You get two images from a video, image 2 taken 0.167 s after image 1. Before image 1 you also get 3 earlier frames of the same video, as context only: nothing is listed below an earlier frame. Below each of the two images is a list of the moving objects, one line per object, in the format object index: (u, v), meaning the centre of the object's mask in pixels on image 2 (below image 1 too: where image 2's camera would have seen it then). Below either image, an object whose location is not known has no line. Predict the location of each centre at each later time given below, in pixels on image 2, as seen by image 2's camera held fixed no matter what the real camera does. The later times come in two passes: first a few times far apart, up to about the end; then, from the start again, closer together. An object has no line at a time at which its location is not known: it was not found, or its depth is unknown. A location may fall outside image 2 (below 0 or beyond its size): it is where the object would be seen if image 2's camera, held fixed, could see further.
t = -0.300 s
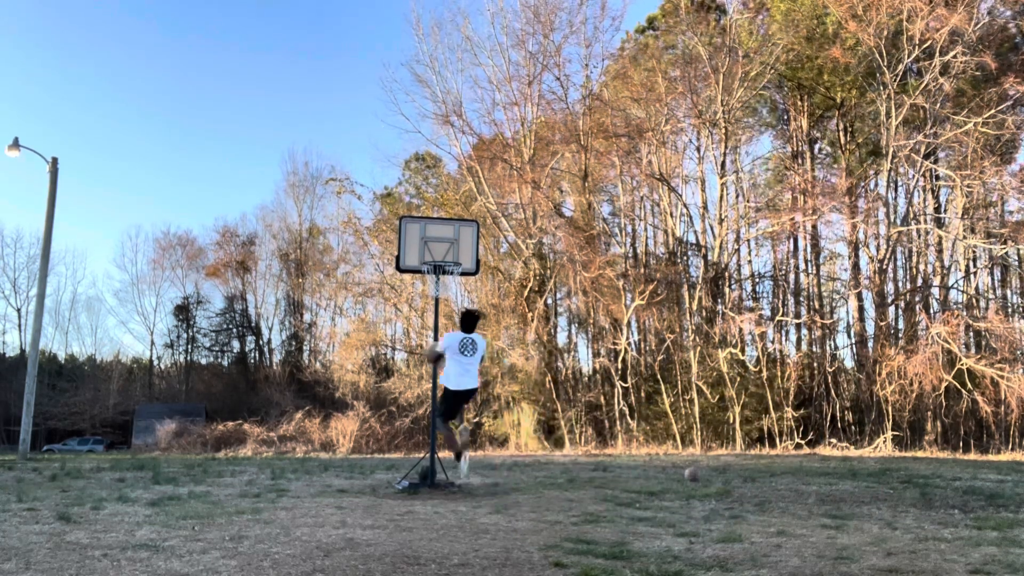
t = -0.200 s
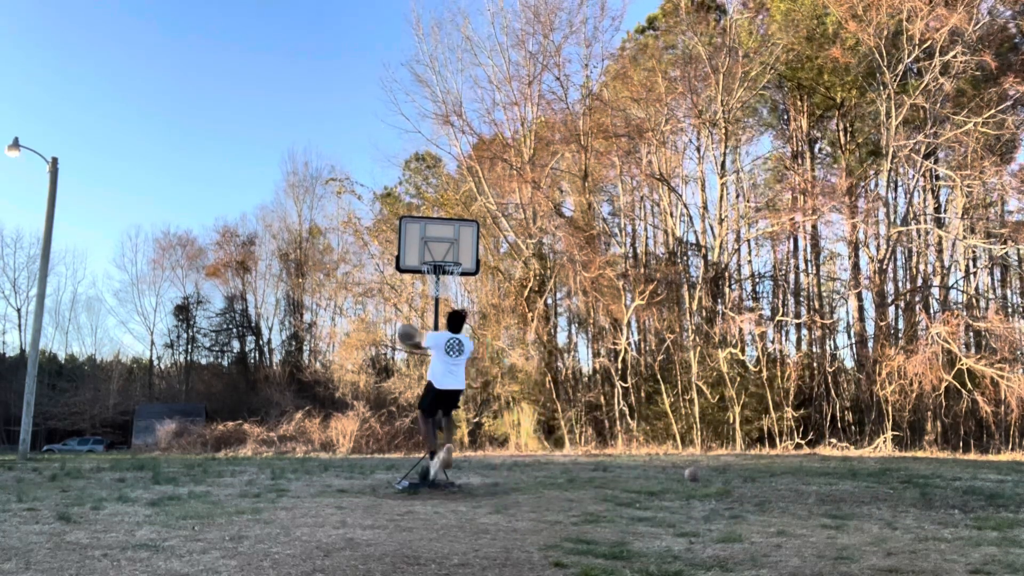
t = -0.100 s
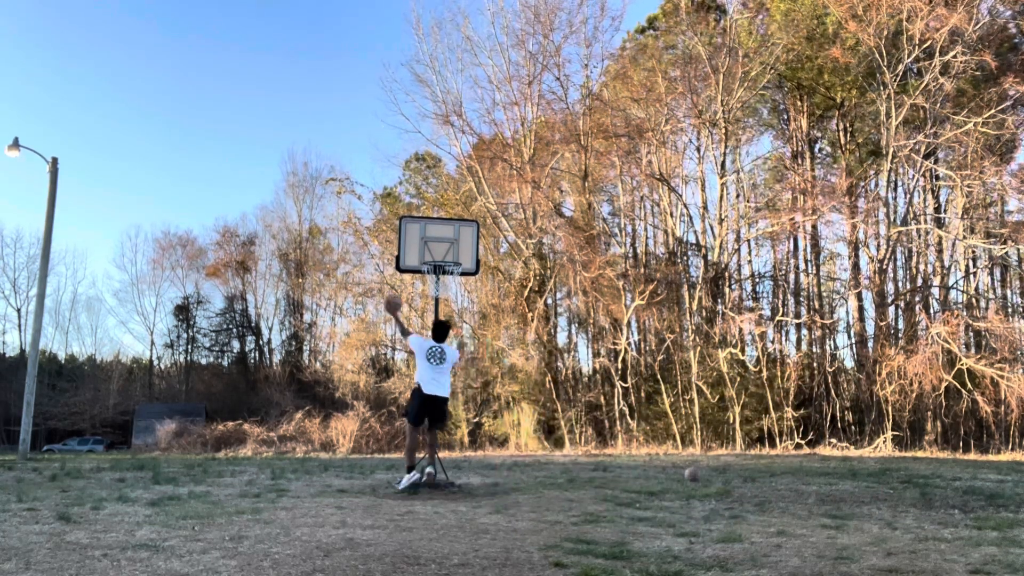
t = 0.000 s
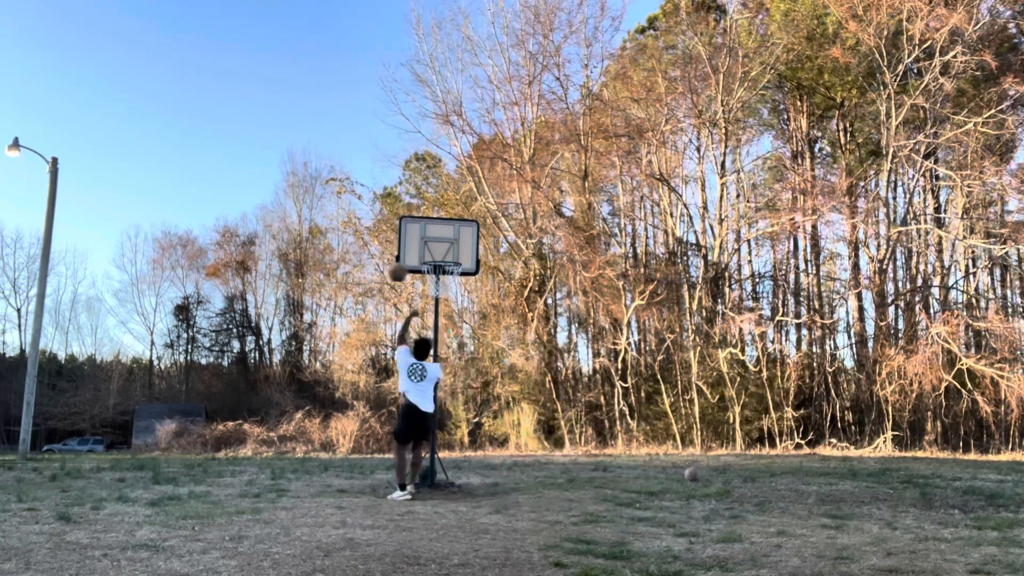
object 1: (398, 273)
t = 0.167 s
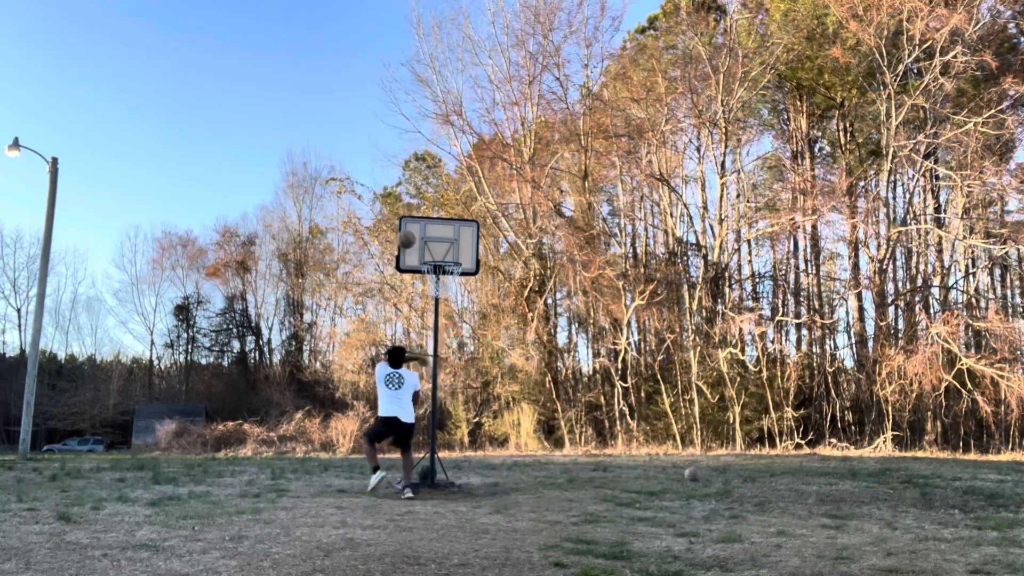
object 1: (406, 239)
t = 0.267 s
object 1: (410, 232)
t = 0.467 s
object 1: (425, 234)
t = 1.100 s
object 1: (460, 425)
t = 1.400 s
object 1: (464, 444)
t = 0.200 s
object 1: (408, 236)
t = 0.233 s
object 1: (409, 233)
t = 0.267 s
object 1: (410, 232)
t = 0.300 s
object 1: (413, 231)
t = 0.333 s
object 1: (415, 229)
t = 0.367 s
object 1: (418, 229)
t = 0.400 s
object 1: (420, 231)
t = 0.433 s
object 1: (423, 232)
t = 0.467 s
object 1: (425, 234)
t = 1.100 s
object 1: (460, 425)
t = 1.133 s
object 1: (462, 443)
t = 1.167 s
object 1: (463, 465)
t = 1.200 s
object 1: (466, 484)
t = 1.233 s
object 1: (466, 485)
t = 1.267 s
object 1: (466, 475)
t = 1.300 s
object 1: (464, 466)
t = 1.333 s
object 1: (465, 458)
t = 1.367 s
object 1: (465, 451)
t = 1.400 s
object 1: (464, 444)
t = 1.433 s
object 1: (464, 439)
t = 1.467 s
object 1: (463, 434)
